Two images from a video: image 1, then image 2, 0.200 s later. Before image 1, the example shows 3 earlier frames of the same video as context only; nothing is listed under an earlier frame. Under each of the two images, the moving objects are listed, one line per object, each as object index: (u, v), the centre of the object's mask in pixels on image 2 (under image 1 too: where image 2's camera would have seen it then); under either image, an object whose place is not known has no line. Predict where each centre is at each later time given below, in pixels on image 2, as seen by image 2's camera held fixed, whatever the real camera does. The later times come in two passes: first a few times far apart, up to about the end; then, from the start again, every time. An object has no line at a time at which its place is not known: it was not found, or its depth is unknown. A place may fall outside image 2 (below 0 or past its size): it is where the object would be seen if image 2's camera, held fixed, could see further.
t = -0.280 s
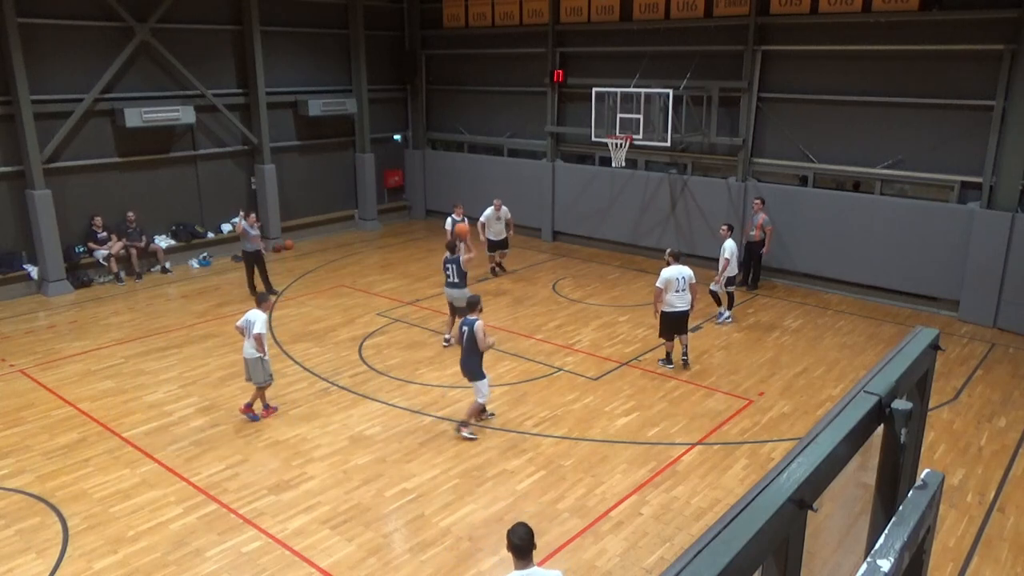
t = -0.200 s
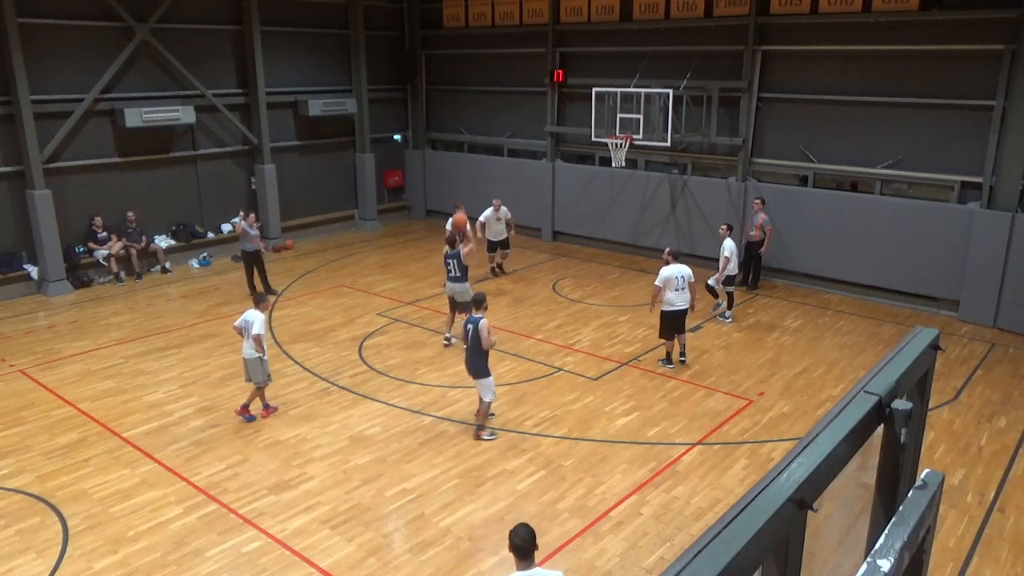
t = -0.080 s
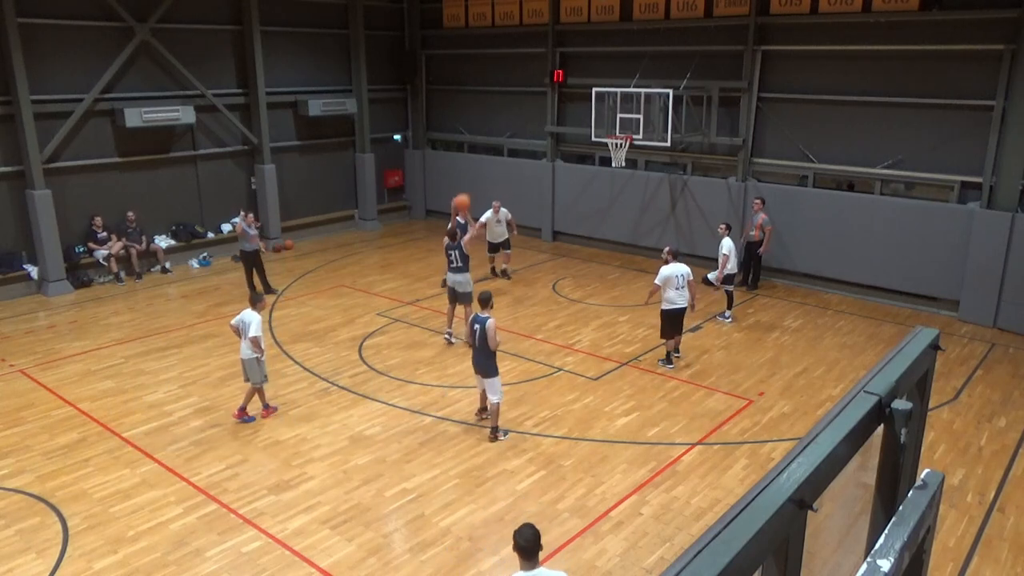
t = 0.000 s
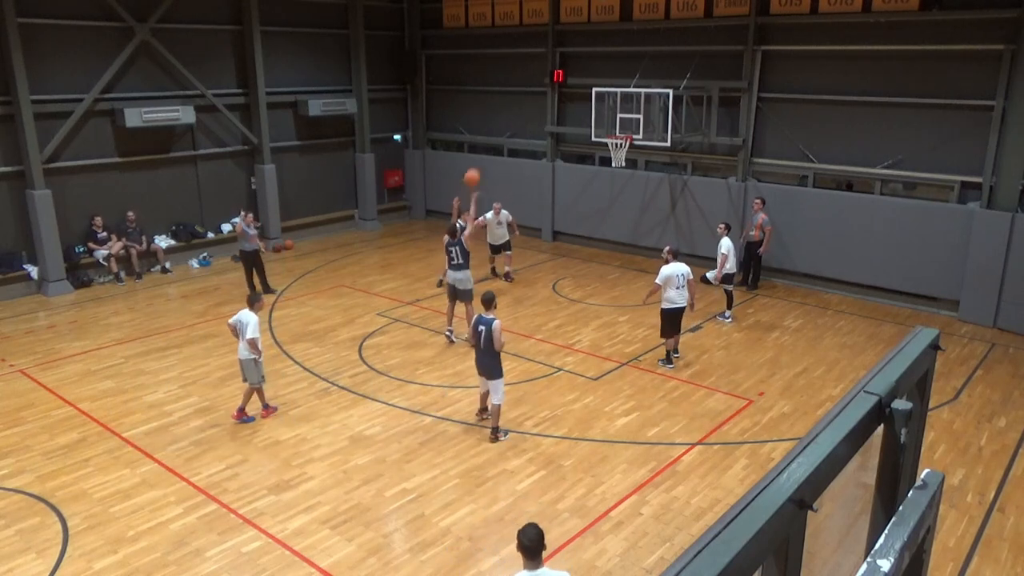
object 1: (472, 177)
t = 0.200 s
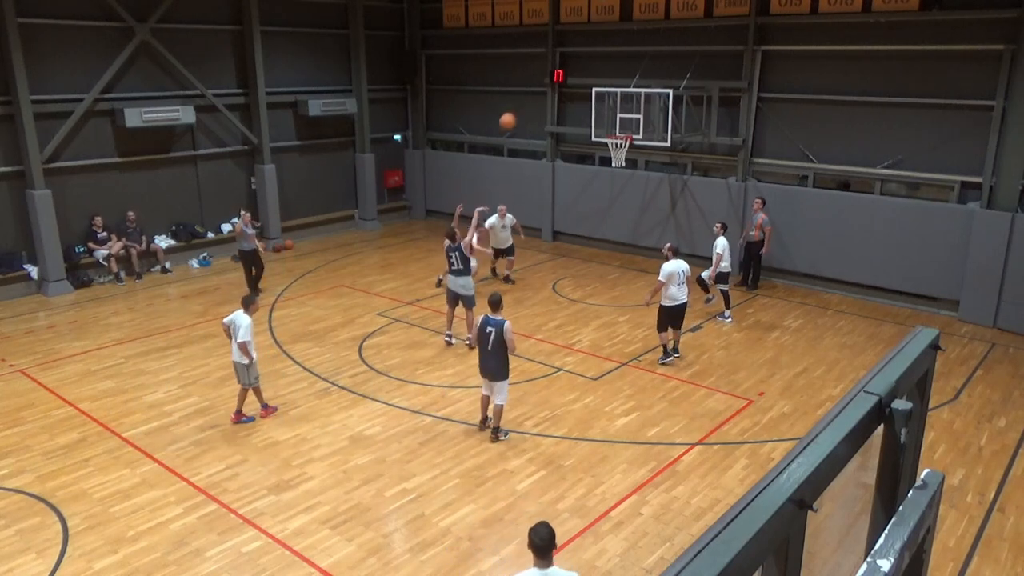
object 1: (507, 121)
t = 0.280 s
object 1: (521, 106)
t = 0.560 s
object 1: (564, 85)
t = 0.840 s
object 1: (601, 107)
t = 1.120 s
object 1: (620, 160)
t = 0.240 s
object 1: (514, 113)
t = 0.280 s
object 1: (521, 106)
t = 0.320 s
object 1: (527, 100)
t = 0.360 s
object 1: (534, 95)
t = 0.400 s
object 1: (540, 91)
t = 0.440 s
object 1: (546, 88)
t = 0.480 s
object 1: (552, 86)
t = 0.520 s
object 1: (558, 85)
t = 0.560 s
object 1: (564, 85)
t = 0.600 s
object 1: (569, 86)
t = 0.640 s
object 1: (575, 87)
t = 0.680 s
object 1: (580, 90)
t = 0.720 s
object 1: (585, 93)
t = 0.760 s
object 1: (591, 96)
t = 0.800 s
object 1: (596, 101)
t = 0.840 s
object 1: (601, 107)
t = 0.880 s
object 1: (606, 113)
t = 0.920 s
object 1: (610, 120)
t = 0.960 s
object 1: (615, 127)
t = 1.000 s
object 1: (620, 134)
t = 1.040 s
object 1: (622, 144)
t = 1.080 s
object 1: (619, 151)
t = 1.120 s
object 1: (620, 160)
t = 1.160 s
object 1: (619, 166)
